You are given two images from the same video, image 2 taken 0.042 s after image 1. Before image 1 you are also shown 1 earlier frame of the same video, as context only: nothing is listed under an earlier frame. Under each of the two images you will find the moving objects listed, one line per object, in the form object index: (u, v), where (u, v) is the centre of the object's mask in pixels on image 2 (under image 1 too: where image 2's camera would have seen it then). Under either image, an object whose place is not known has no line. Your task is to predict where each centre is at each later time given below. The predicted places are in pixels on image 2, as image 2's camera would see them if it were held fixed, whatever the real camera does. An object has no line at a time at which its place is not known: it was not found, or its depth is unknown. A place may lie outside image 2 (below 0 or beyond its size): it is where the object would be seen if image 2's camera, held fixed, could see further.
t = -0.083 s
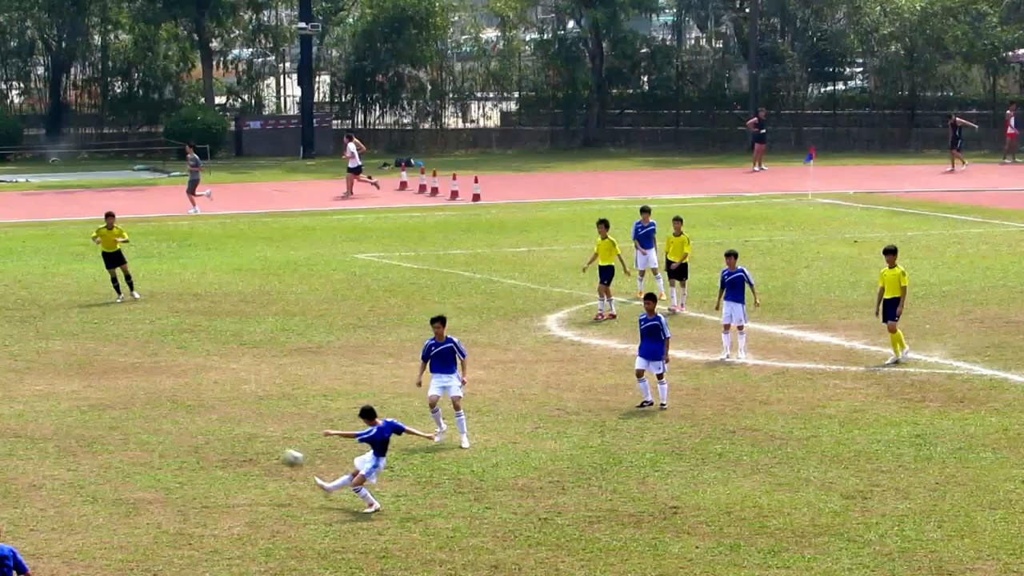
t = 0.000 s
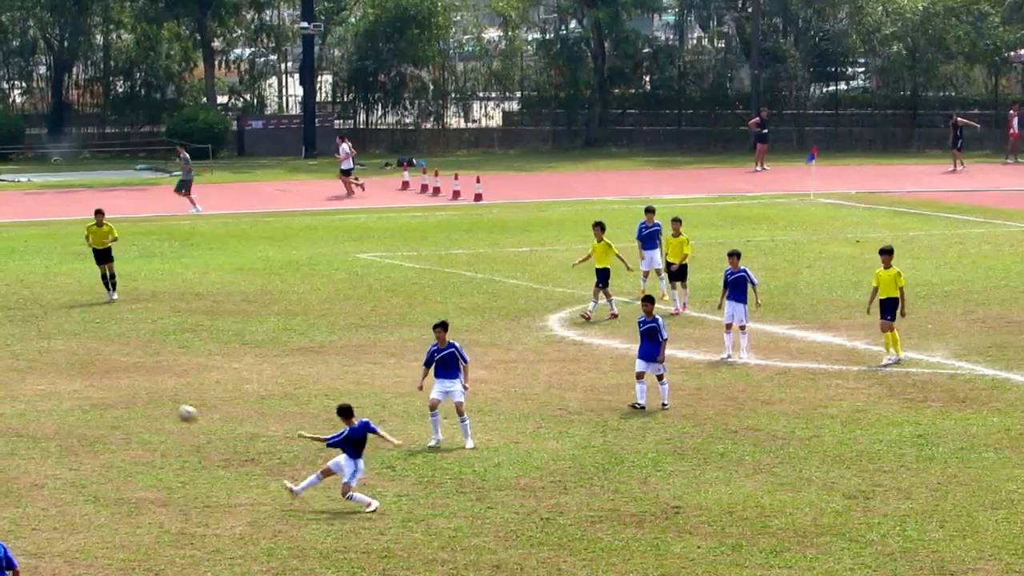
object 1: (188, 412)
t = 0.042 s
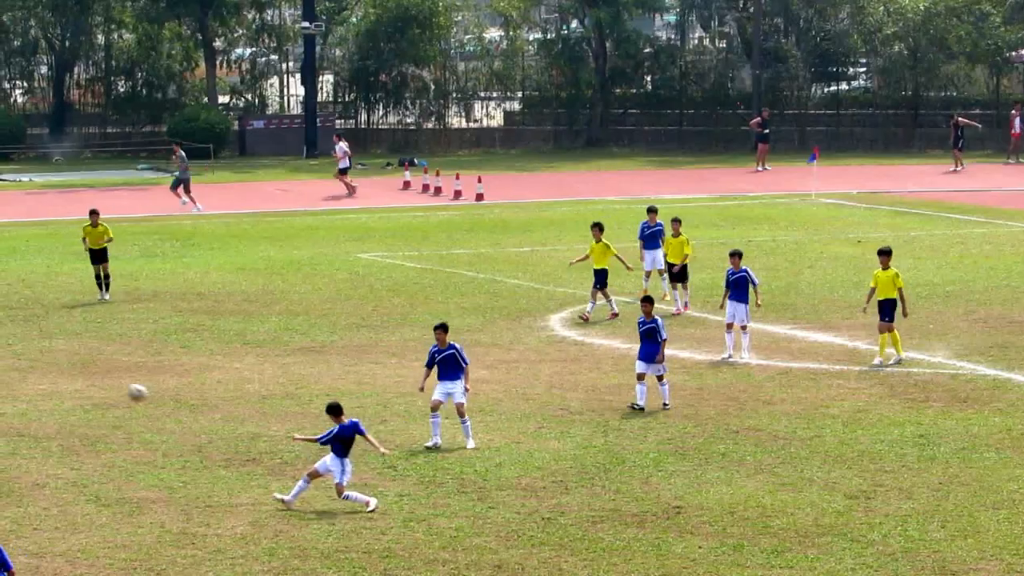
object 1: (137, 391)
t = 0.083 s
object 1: (86, 372)
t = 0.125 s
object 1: (38, 354)
